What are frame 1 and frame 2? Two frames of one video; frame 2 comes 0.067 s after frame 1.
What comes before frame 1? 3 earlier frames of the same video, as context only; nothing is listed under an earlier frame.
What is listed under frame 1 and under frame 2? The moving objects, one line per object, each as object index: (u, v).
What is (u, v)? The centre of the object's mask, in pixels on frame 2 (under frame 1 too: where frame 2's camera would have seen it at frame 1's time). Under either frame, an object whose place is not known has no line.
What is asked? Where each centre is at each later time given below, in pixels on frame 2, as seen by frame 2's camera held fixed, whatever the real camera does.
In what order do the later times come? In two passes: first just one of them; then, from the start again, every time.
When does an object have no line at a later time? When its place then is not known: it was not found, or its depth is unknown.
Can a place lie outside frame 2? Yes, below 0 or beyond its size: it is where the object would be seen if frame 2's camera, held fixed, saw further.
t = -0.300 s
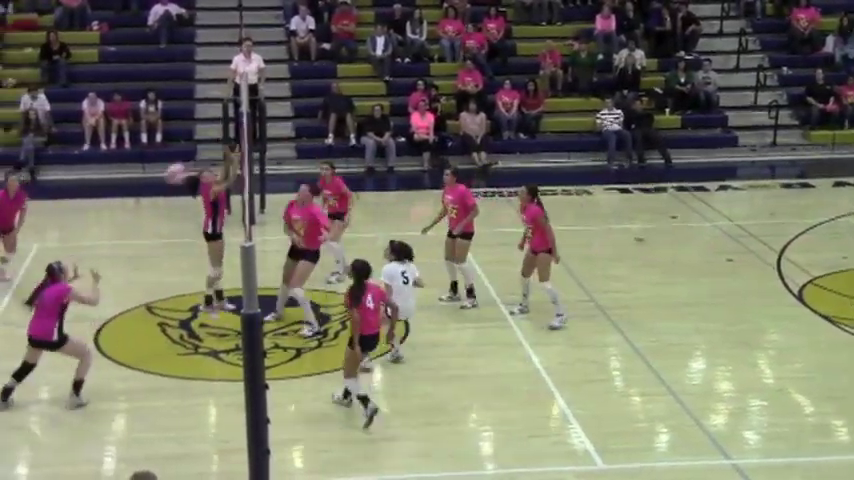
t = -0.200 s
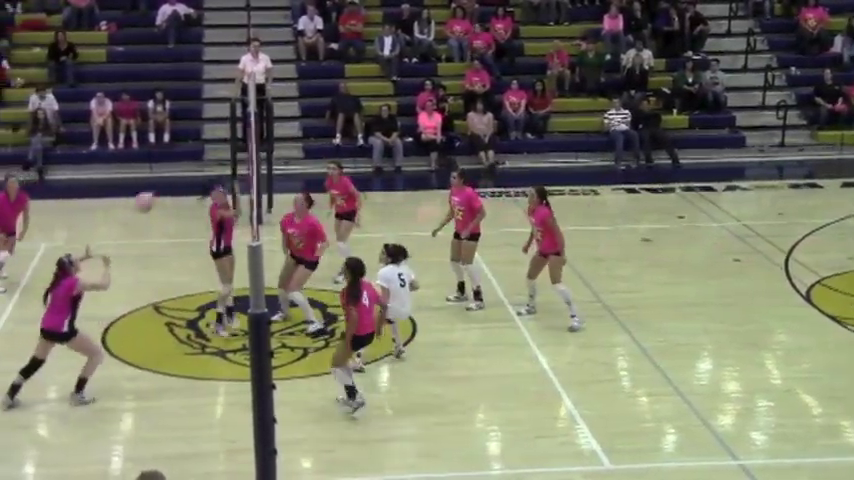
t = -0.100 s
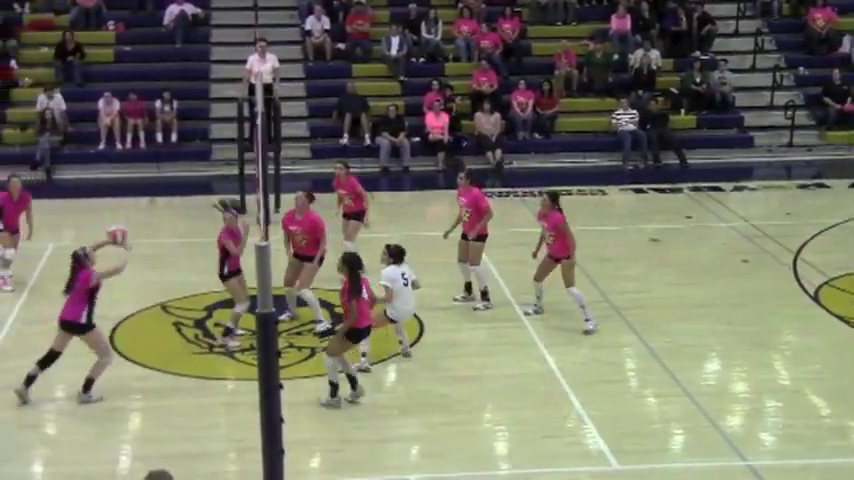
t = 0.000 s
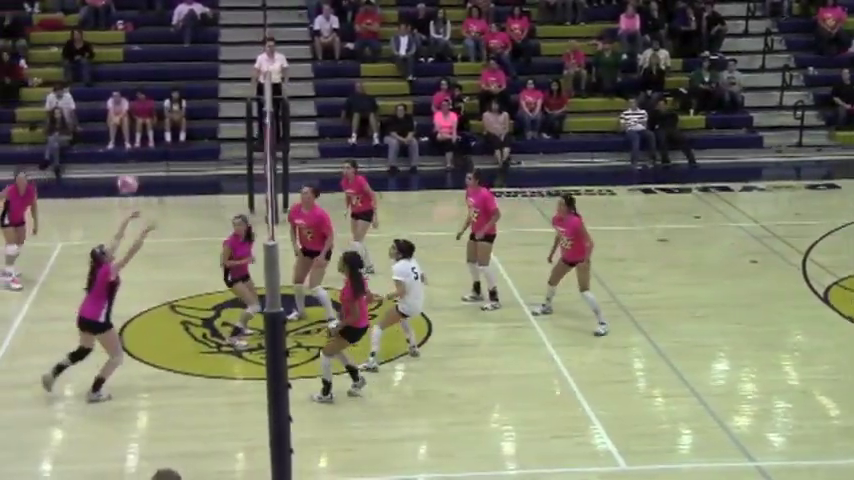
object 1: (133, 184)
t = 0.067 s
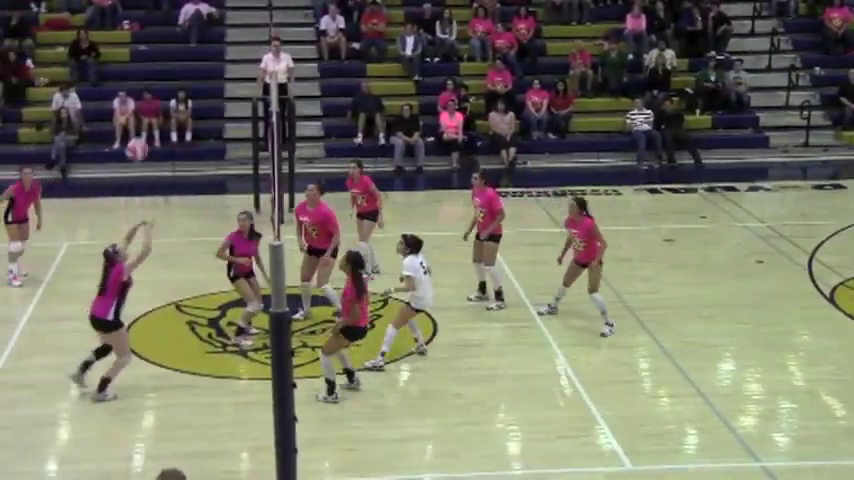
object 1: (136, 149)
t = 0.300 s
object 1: (150, 64)
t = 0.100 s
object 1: (139, 134)
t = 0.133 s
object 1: (140, 118)
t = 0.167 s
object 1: (143, 105)
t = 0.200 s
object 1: (143, 92)
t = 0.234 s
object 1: (146, 83)
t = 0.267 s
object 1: (148, 72)
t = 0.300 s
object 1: (150, 64)
